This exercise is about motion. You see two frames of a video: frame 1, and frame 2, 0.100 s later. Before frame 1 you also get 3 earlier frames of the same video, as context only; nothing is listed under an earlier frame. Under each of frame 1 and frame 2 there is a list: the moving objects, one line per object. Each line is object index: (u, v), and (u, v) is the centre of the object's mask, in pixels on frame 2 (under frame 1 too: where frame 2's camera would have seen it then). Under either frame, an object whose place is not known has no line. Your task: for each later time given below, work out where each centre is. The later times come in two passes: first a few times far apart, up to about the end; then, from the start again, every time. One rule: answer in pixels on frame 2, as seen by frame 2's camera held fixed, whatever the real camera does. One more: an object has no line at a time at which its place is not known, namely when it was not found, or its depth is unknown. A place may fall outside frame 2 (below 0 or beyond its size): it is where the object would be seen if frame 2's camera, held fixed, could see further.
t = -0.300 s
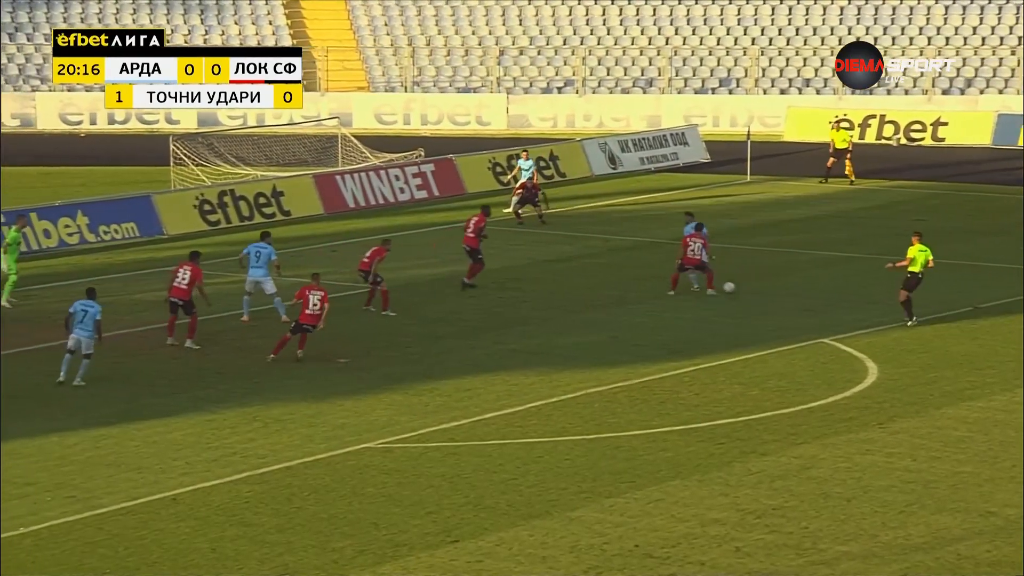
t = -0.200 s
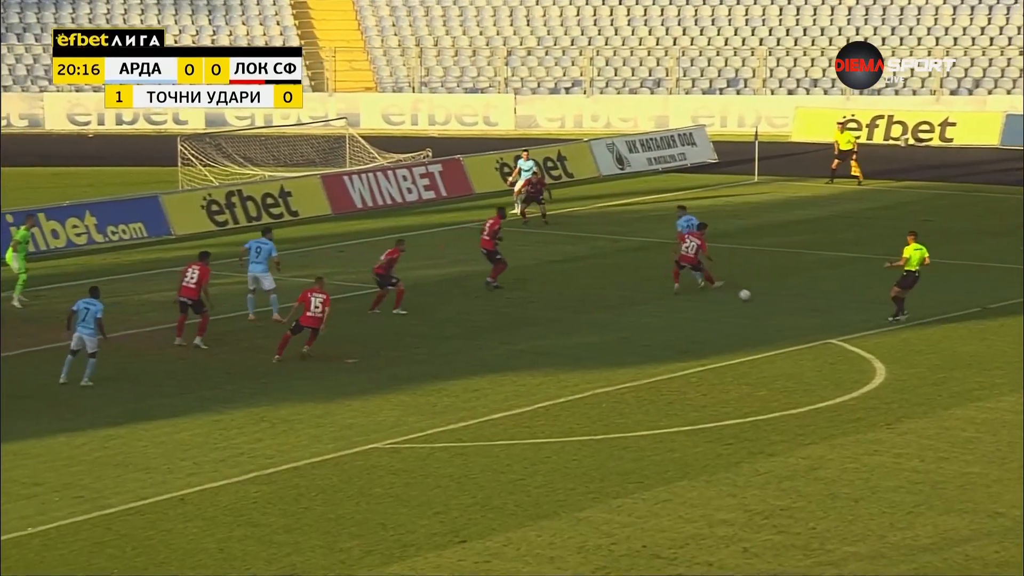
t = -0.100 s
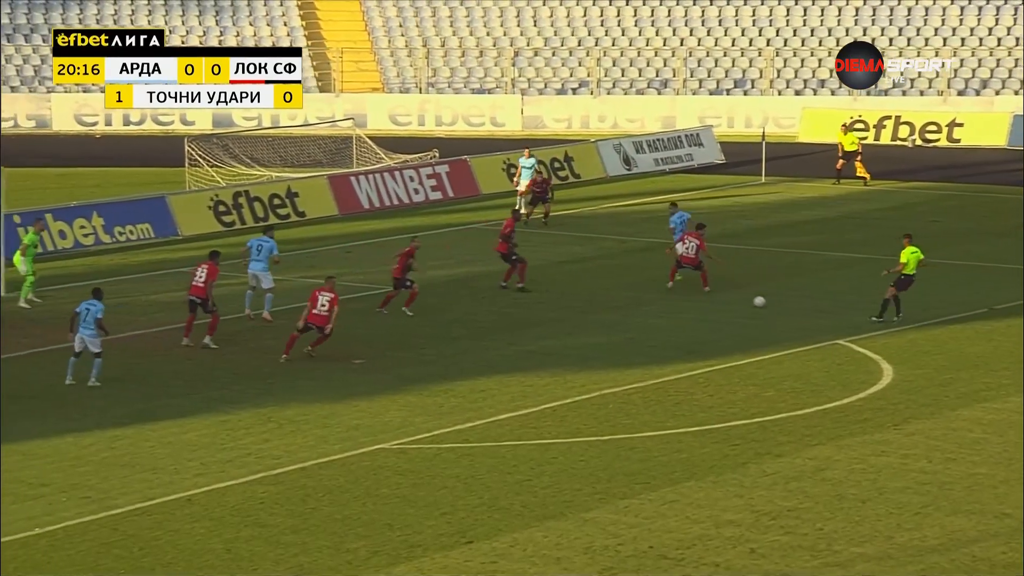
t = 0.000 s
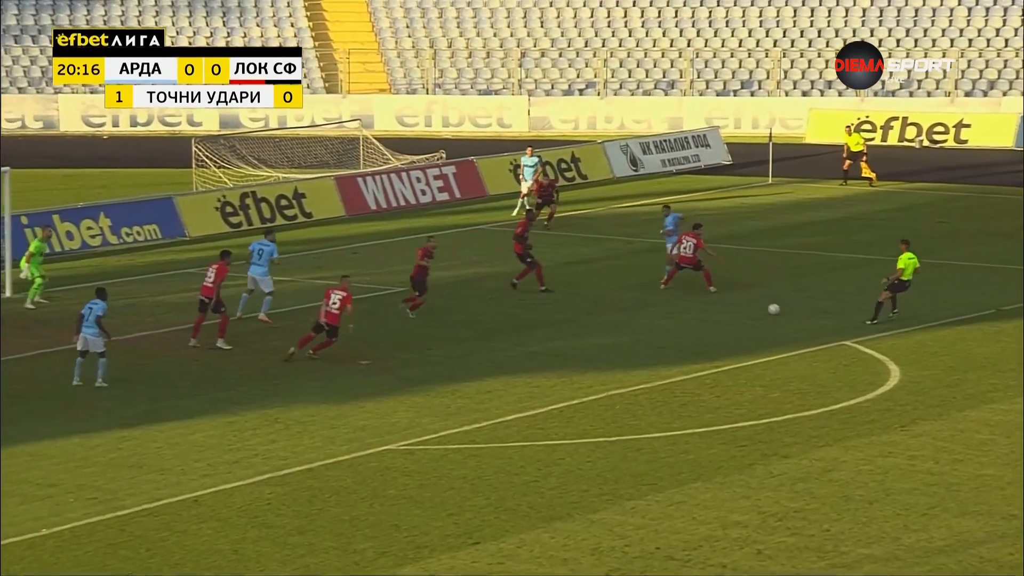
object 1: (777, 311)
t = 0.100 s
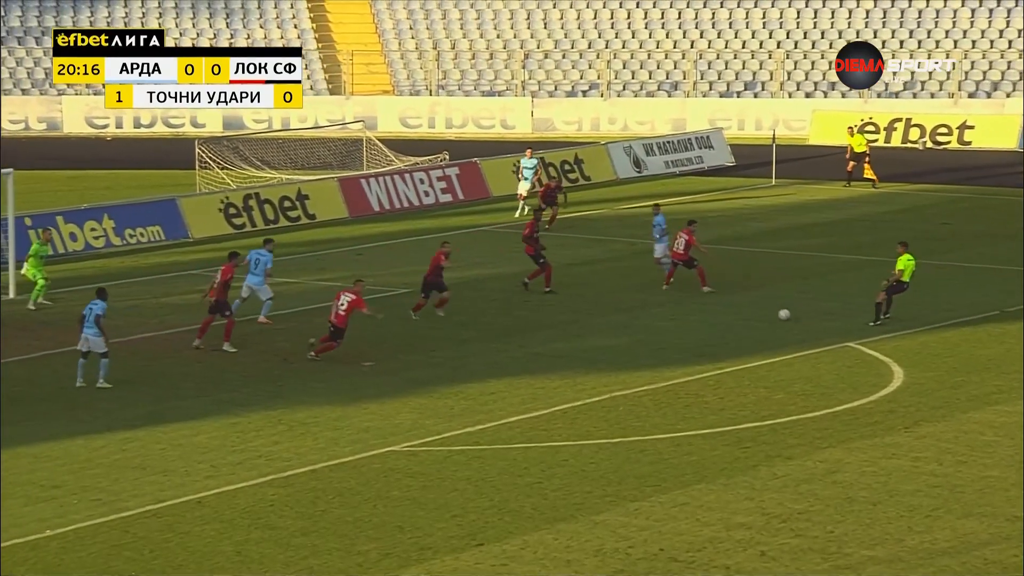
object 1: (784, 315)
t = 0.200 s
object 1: (791, 321)
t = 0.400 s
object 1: (806, 331)
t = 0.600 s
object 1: (822, 339)
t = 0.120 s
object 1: (786, 316)
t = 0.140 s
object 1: (787, 317)
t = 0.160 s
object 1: (789, 318)
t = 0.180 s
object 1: (790, 320)
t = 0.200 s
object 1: (791, 321)
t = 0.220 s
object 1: (793, 322)
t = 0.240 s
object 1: (794, 323)
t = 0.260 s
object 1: (796, 323)
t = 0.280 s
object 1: (797, 324)
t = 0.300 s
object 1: (799, 325)
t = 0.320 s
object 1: (800, 326)
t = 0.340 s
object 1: (802, 328)
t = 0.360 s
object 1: (803, 329)
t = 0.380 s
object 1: (805, 330)
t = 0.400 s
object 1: (806, 331)
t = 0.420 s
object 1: (808, 331)
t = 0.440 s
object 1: (809, 332)
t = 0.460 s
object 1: (811, 333)
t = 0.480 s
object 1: (813, 334)
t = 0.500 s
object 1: (814, 335)
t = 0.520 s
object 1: (816, 336)
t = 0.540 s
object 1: (817, 337)
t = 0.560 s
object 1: (819, 338)
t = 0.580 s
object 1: (820, 339)
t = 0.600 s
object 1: (822, 339)
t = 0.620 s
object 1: (824, 340)
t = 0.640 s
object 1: (825, 341)
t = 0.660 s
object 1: (827, 342)
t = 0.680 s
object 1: (828, 343)
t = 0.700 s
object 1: (829, 344)
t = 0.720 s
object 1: (831, 345)
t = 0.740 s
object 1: (832, 346)
